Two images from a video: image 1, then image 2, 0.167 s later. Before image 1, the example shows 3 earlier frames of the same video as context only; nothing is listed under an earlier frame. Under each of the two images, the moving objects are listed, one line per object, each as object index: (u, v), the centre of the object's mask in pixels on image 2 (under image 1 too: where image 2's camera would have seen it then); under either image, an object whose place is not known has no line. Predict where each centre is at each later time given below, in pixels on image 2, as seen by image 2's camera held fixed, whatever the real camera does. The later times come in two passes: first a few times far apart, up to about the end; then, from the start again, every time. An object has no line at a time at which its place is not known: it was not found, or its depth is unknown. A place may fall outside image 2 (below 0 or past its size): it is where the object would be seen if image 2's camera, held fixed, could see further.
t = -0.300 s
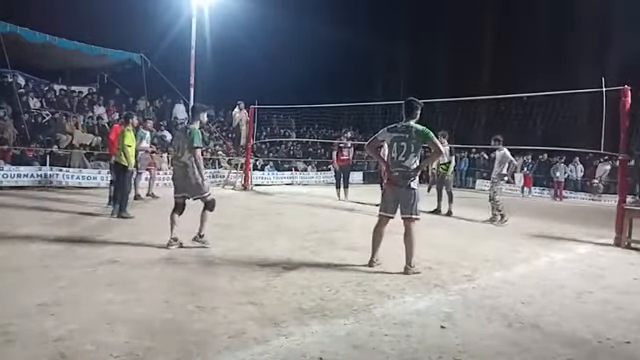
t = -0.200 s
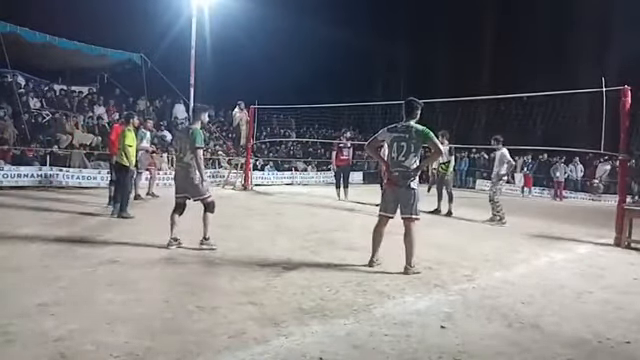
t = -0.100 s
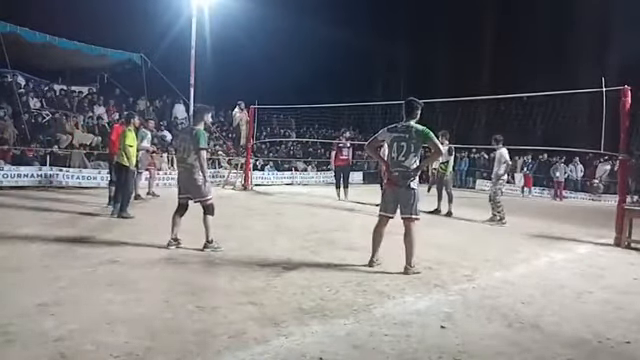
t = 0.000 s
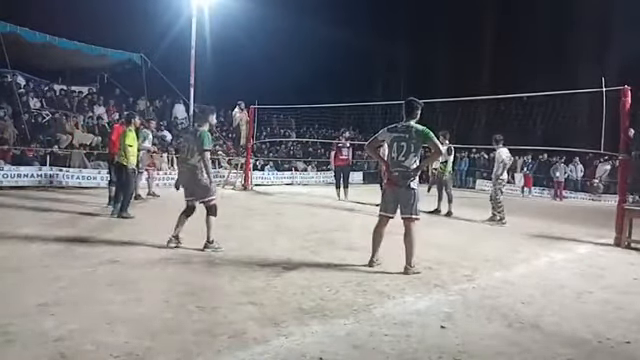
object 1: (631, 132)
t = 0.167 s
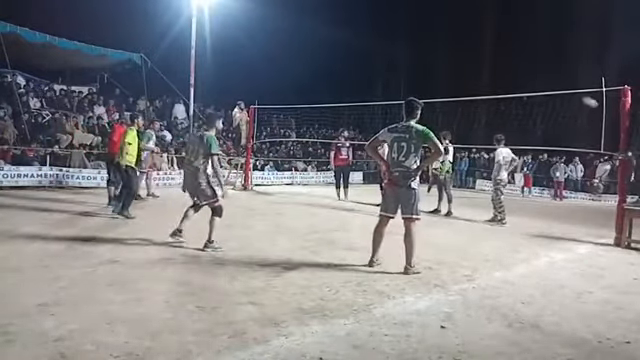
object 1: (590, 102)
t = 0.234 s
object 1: (572, 90)
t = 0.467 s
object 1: (495, 60)
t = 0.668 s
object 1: (415, 52)
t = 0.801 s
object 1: (352, 55)
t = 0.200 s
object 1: (581, 97)
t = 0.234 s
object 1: (572, 90)
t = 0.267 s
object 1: (561, 85)
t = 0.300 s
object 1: (551, 80)
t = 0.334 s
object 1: (540, 75)
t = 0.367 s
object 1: (530, 71)
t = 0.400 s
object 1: (519, 67)
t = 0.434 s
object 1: (507, 64)
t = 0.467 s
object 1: (495, 60)
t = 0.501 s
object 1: (482, 58)
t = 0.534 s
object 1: (471, 56)
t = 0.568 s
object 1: (458, 54)
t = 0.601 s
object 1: (443, 53)
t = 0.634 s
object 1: (429, 52)
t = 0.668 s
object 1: (415, 52)
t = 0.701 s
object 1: (401, 52)
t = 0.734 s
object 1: (385, 52)
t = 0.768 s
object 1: (369, 54)
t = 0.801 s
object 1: (352, 55)
